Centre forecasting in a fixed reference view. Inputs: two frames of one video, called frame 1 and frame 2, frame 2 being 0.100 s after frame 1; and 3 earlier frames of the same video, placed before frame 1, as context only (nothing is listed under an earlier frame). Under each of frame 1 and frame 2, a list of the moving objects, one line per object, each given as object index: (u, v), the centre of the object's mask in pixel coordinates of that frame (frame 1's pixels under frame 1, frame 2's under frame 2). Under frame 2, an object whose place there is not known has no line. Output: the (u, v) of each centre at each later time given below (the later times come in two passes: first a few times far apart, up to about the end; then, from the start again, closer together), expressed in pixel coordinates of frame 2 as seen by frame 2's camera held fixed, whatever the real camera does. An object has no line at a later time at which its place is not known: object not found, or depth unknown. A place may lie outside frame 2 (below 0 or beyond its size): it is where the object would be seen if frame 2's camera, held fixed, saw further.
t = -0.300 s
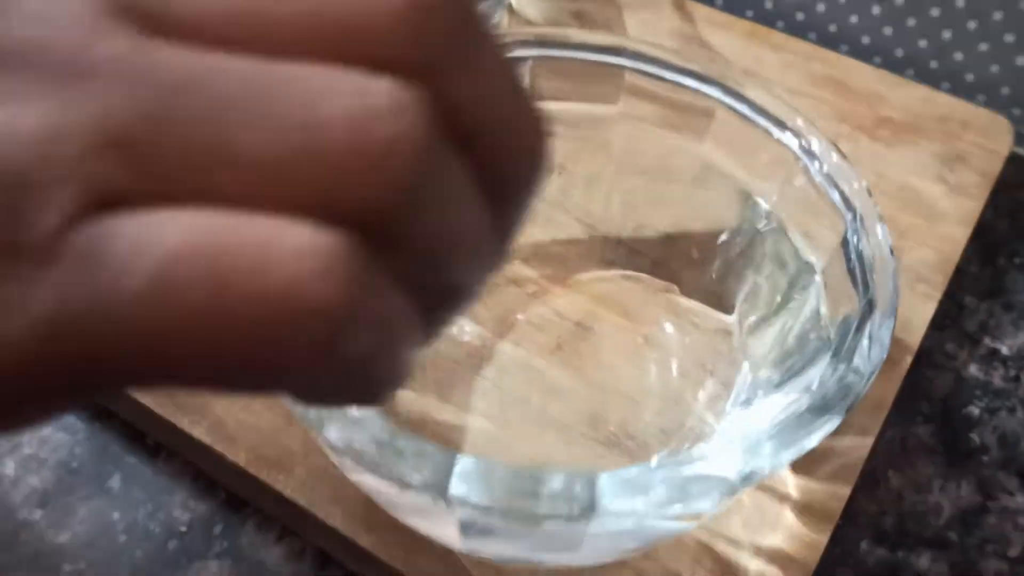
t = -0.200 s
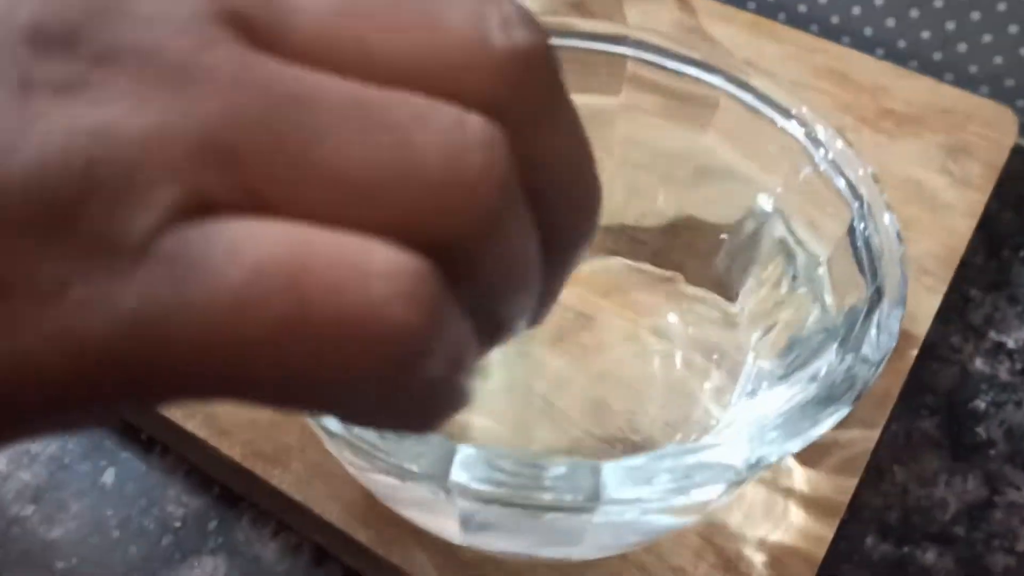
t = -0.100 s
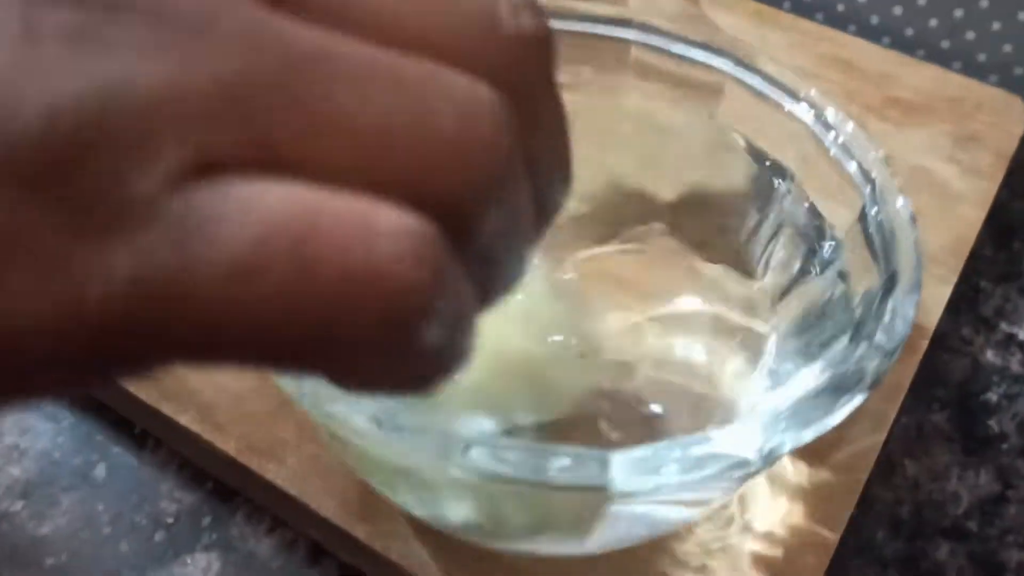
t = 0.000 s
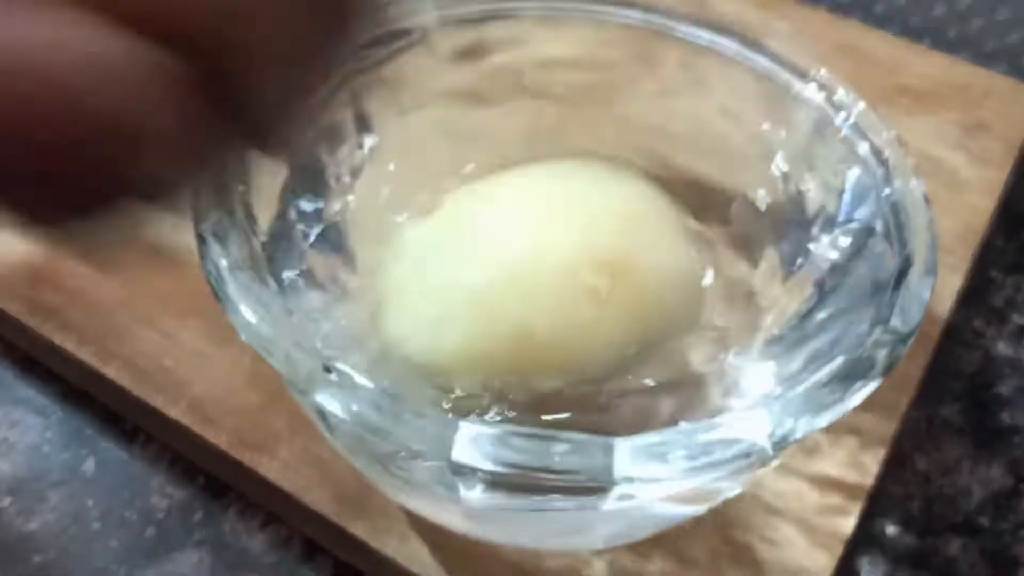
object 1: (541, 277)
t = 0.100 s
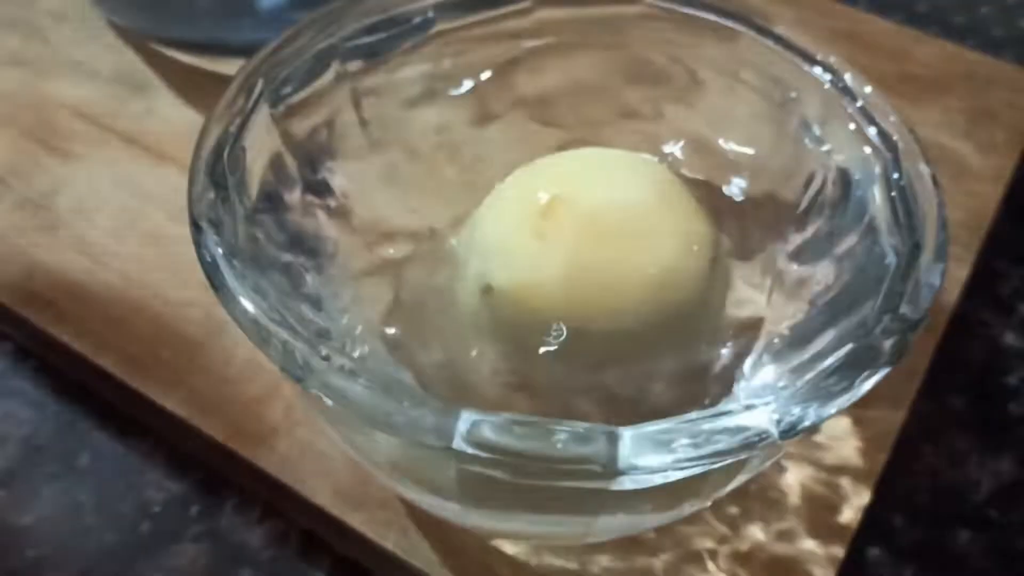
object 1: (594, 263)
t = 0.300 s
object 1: (628, 269)
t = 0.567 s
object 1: (612, 268)
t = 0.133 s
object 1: (604, 258)
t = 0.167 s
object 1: (609, 244)
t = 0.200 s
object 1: (602, 247)
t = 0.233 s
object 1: (608, 261)
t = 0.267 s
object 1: (616, 267)
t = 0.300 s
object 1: (628, 269)
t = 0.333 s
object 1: (637, 269)
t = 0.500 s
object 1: (634, 261)
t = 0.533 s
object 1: (626, 259)
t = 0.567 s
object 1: (612, 268)
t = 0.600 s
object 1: (604, 276)
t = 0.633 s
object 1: (595, 282)
